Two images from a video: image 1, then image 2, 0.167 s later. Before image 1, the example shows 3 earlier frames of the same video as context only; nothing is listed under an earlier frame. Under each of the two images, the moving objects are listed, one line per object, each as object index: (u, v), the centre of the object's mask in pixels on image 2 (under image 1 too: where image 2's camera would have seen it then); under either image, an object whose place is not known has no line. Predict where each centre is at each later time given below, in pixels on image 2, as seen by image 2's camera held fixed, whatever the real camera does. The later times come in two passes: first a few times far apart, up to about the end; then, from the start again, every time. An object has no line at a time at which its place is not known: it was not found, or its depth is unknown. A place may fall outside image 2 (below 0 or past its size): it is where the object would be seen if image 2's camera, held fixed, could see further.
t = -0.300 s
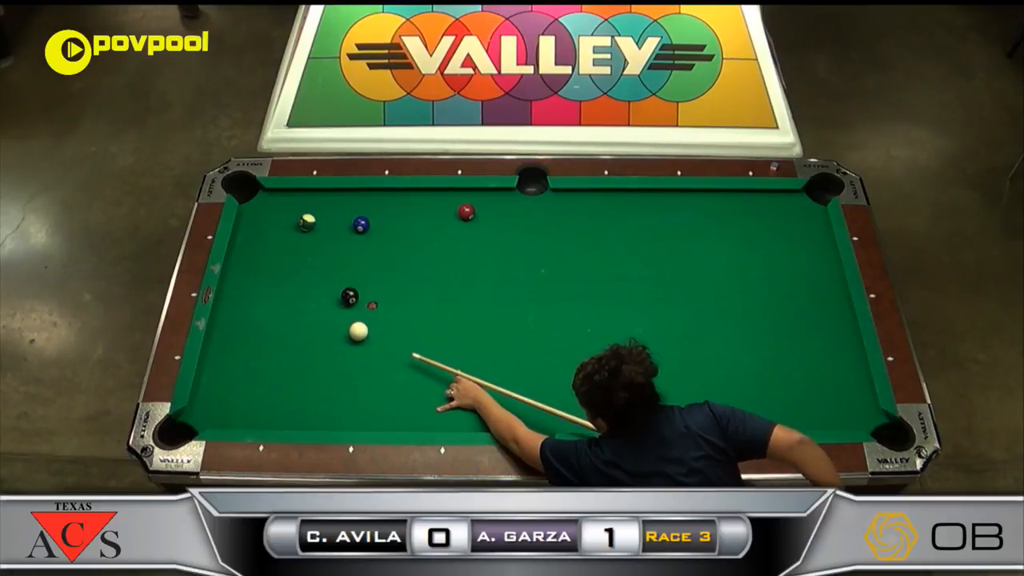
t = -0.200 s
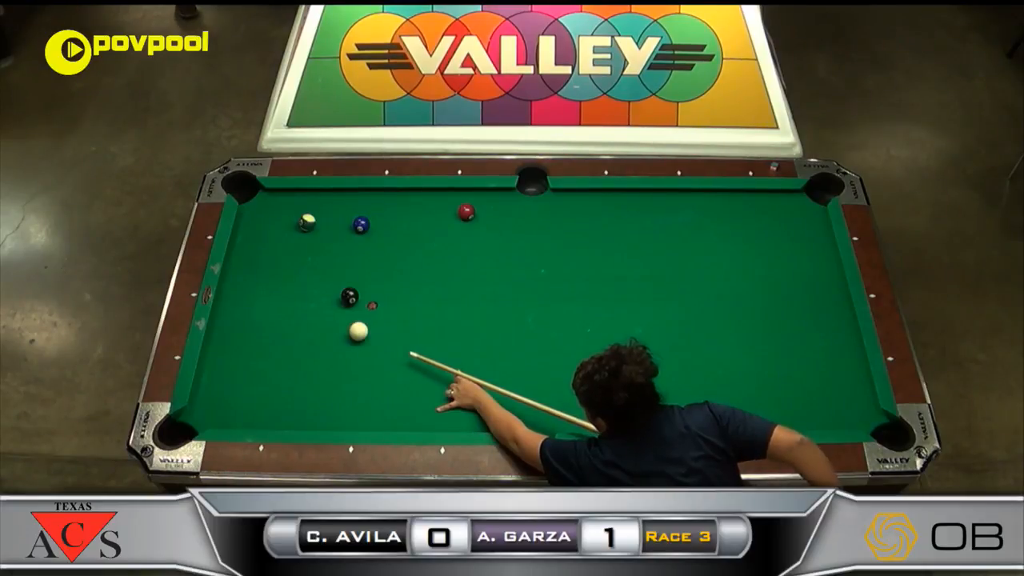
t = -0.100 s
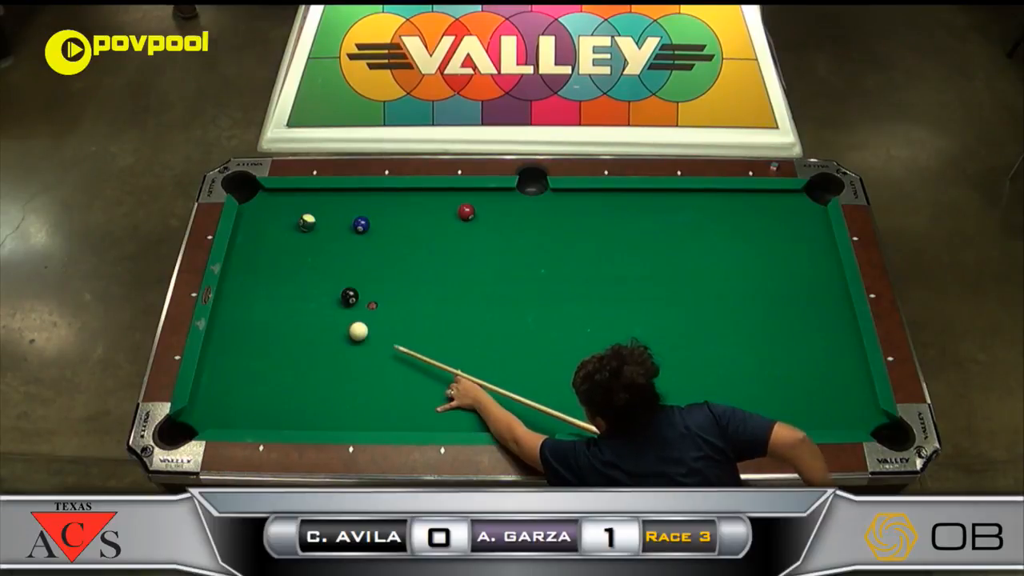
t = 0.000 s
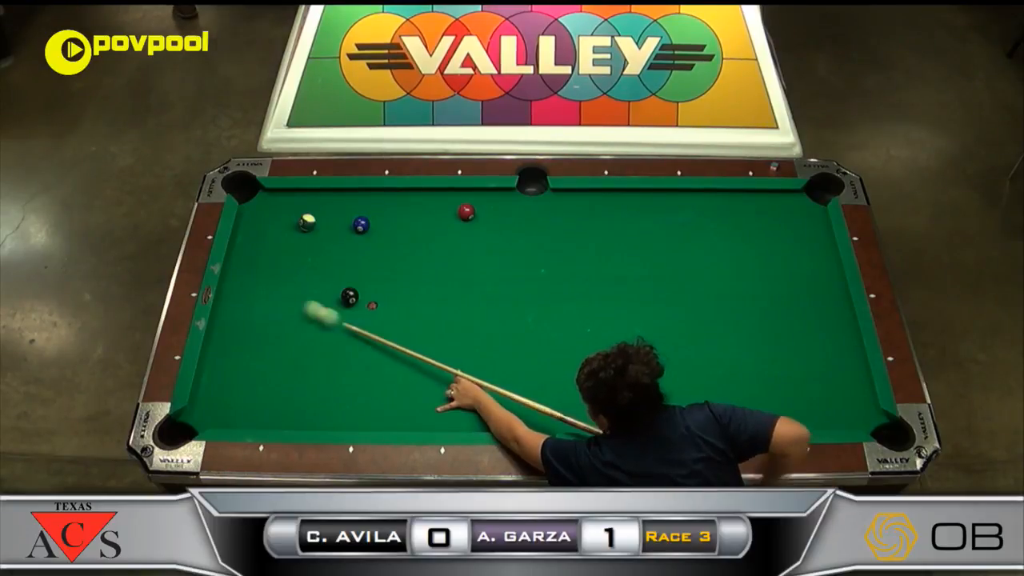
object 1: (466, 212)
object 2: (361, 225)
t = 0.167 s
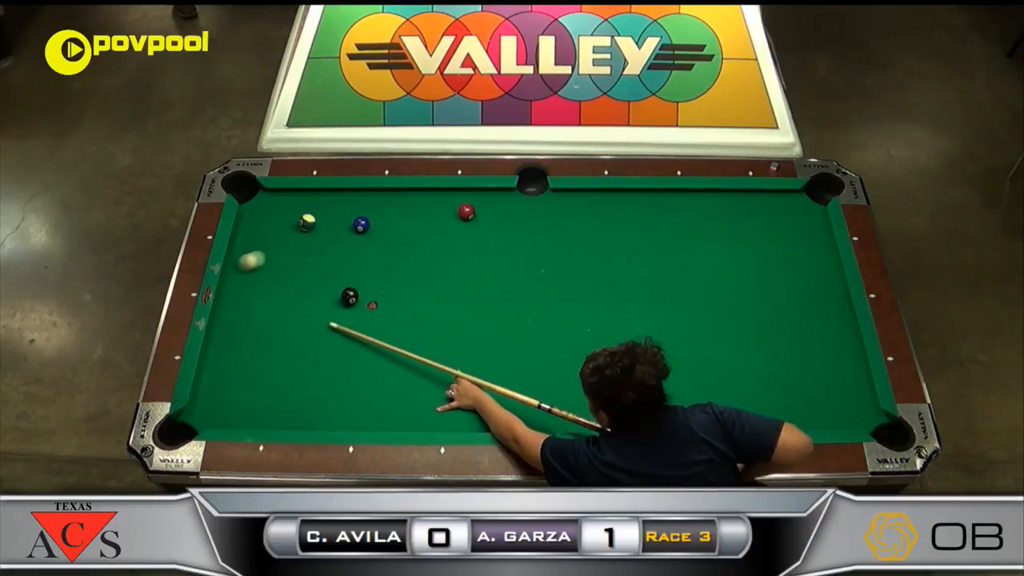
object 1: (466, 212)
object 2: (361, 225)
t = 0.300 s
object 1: (466, 212)
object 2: (361, 225)
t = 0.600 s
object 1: (466, 212)
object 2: (434, 208)
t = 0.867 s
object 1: (477, 219)
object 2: (486, 200)
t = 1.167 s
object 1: (492, 228)
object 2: (527, 213)
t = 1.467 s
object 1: (506, 237)
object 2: (567, 227)
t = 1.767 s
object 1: (518, 245)
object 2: (605, 239)
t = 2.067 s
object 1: (528, 252)
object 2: (641, 251)
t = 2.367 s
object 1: (538, 260)
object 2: (676, 263)
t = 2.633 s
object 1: (545, 267)
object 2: (704, 272)
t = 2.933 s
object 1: (552, 272)
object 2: (734, 282)
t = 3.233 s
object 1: (557, 277)
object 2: (761, 292)
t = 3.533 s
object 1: (561, 280)
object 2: (786, 300)
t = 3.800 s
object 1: (563, 282)
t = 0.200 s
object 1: (466, 212)
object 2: (361, 225)
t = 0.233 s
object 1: (466, 212)
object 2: (361, 225)
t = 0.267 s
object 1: (466, 212)
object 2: (361, 225)
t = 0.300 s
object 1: (466, 212)
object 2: (361, 225)
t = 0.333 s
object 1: (466, 212)
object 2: (361, 225)
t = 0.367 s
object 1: (466, 212)
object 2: (361, 225)
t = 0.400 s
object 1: (466, 212)
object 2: (370, 223)
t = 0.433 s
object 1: (466, 212)
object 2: (382, 220)
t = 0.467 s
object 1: (466, 212)
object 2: (394, 217)
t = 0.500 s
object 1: (466, 212)
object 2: (405, 215)
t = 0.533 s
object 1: (466, 212)
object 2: (416, 213)
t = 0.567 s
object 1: (466, 212)
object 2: (424, 210)
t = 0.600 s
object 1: (466, 212)
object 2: (434, 208)
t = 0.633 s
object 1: (466, 212)
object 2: (443, 206)
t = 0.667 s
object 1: (466, 212)
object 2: (452, 204)
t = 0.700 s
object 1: (468, 213)
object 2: (459, 200)
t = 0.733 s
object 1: (469, 214)
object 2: (467, 197)
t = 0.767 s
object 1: (472, 215)
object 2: (472, 196)
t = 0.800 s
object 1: (473, 216)
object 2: (477, 196)
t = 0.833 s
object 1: (475, 217)
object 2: (482, 198)
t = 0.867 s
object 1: (477, 219)
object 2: (486, 200)
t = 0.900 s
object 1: (479, 220)
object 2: (491, 201)
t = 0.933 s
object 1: (480, 221)
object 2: (496, 203)
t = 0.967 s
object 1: (482, 222)
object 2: (500, 204)
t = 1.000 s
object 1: (484, 223)
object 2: (505, 205)
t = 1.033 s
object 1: (486, 224)
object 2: (510, 208)
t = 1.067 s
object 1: (487, 225)
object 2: (514, 209)
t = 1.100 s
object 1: (489, 226)
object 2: (518, 210)
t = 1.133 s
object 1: (491, 227)
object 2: (522, 212)
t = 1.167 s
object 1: (492, 228)
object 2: (527, 213)
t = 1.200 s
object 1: (494, 229)
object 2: (532, 215)
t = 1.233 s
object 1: (495, 231)
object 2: (536, 216)
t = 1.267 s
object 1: (497, 231)
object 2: (541, 218)
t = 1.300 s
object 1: (499, 232)
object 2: (545, 219)
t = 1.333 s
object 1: (500, 234)
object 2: (549, 220)
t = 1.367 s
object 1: (502, 235)
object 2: (554, 222)
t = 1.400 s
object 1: (503, 235)
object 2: (558, 224)
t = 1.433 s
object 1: (505, 236)
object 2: (562, 225)
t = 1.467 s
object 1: (506, 237)
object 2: (567, 227)
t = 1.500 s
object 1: (507, 238)
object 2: (571, 228)
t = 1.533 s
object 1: (509, 239)
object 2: (575, 229)
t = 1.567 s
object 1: (510, 240)
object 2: (580, 231)
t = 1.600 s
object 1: (511, 241)
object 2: (584, 233)
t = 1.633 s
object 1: (513, 242)
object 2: (588, 233)
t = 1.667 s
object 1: (514, 243)
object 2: (593, 235)
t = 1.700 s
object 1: (515, 244)
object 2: (596, 236)
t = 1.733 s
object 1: (516, 245)
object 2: (600, 238)
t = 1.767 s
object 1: (518, 245)
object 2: (605, 239)
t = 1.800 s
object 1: (519, 246)
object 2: (609, 241)
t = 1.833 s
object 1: (520, 247)
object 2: (613, 242)
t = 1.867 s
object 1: (521, 248)
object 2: (617, 243)
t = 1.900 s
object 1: (522, 249)
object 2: (621, 244)
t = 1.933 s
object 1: (524, 249)
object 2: (625, 246)
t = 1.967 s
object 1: (525, 250)
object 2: (629, 247)
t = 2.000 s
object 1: (526, 251)
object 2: (633, 249)
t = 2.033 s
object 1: (527, 252)
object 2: (637, 250)
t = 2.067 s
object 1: (528, 252)
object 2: (641, 251)
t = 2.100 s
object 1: (529, 253)
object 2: (645, 253)
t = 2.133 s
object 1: (530, 254)
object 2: (649, 254)
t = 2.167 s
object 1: (531, 254)
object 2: (653, 255)
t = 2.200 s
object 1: (532, 255)
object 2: (657, 257)
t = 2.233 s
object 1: (534, 256)
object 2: (660, 258)
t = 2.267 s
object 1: (534, 257)
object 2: (664, 259)
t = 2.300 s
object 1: (535, 258)
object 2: (668, 260)
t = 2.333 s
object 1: (536, 259)
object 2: (671, 261)
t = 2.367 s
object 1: (538, 260)
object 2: (676, 263)
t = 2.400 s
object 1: (539, 260)
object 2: (679, 264)
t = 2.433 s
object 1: (539, 262)
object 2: (683, 265)
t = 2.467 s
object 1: (540, 262)
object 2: (687, 267)
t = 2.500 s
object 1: (541, 263)
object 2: (690, 268)
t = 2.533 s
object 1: (542, 264)
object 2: (694, 269)
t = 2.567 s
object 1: (543, 265)
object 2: (697, 270)
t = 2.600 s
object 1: (544, 266)
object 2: (701, 271)
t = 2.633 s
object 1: (545, 267)
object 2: (704, 272)
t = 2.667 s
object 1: (546, 267)
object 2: (707, 273)
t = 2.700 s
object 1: (547, 268)
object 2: (711, 275)
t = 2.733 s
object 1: (547, 269)
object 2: (714, 276)
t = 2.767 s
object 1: (548, 269)
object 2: (718, 277)
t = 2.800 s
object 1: (549, 270)
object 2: (721, 278)
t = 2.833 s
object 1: (550, 270)
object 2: (724, 279)
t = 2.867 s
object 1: (551, 271)
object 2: (727, 280)
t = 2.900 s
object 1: (551, 272)
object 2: (731, 281)
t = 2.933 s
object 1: (552, 272)
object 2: (734, 282)
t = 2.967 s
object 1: (553, 273)
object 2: (737, 283)
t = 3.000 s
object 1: (553, 273)
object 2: (740, 284)
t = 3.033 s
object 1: (554, 274)
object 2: (743, 285)
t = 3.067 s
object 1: (555, 274)
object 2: (746, 286)
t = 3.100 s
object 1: (555, 275)
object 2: (750, 287)
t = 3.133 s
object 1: (556, 275)
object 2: (753, 288)
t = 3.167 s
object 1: (556, 276)
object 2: (756, 290)
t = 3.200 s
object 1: (557, 277)
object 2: (758, 291)
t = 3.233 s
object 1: (557, 277)
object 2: (761, 292)
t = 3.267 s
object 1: (558, 278)
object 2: (764, 293)
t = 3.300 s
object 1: (558, 278)
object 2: (767, 293)
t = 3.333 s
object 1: (559, 278)
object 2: (770, 294)
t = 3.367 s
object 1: (559, 279)
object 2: (773, 296)
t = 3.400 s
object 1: (560, 279)
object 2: (775, 296)
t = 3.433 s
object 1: (560, 279)
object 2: (778, 297)
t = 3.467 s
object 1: (561, 280)
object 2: (781, 298)
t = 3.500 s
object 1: (561, 280)
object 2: (784, 299)
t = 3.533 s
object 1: (561, 280)
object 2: (786, 300)
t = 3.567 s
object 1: (562, 281)
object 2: (789, 301)
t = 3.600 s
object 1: (562, 281)
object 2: (792, 303)
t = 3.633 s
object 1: (562, 281)
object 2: (793, 302)
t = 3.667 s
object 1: (562, 281)
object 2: (794, 301)
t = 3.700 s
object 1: (563, 282)
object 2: (795, 301)
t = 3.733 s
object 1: (563, 282)
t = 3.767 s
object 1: (563, 282)
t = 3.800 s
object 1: (563, 282)
